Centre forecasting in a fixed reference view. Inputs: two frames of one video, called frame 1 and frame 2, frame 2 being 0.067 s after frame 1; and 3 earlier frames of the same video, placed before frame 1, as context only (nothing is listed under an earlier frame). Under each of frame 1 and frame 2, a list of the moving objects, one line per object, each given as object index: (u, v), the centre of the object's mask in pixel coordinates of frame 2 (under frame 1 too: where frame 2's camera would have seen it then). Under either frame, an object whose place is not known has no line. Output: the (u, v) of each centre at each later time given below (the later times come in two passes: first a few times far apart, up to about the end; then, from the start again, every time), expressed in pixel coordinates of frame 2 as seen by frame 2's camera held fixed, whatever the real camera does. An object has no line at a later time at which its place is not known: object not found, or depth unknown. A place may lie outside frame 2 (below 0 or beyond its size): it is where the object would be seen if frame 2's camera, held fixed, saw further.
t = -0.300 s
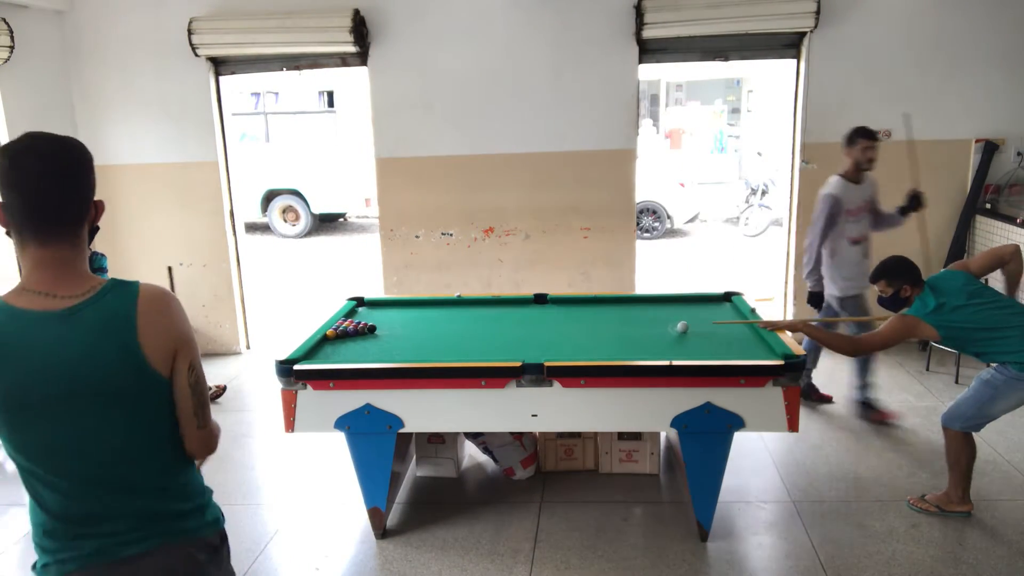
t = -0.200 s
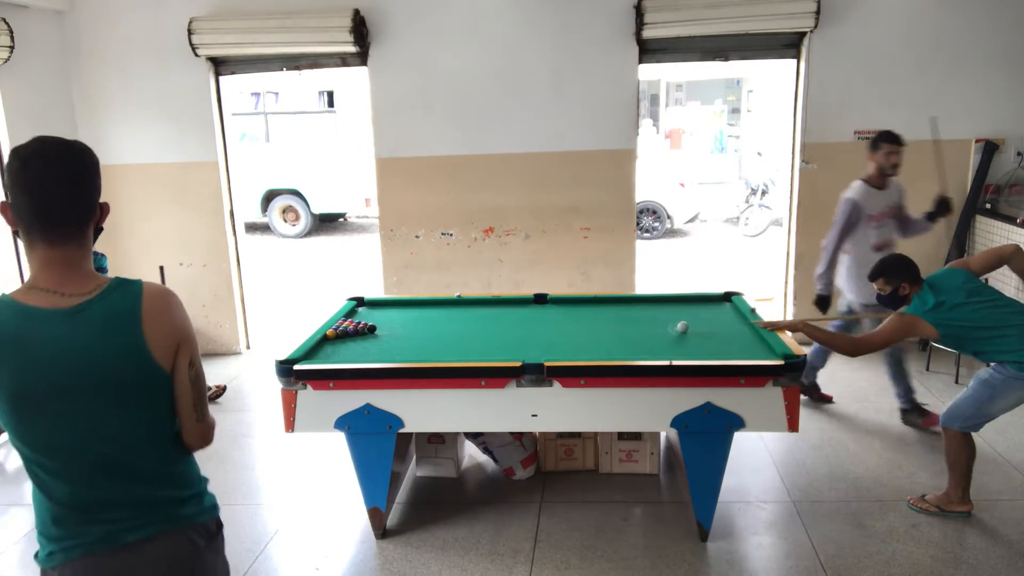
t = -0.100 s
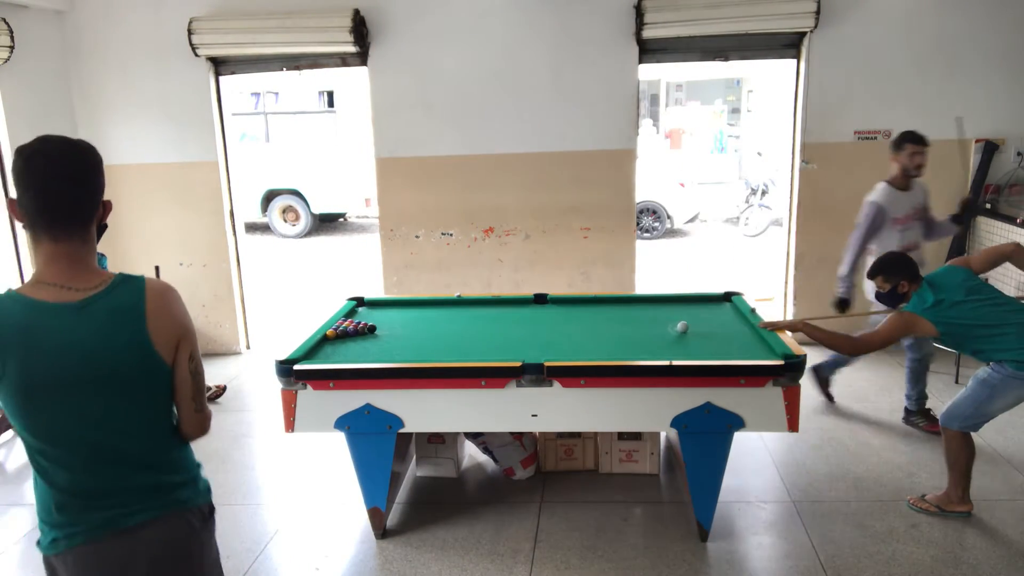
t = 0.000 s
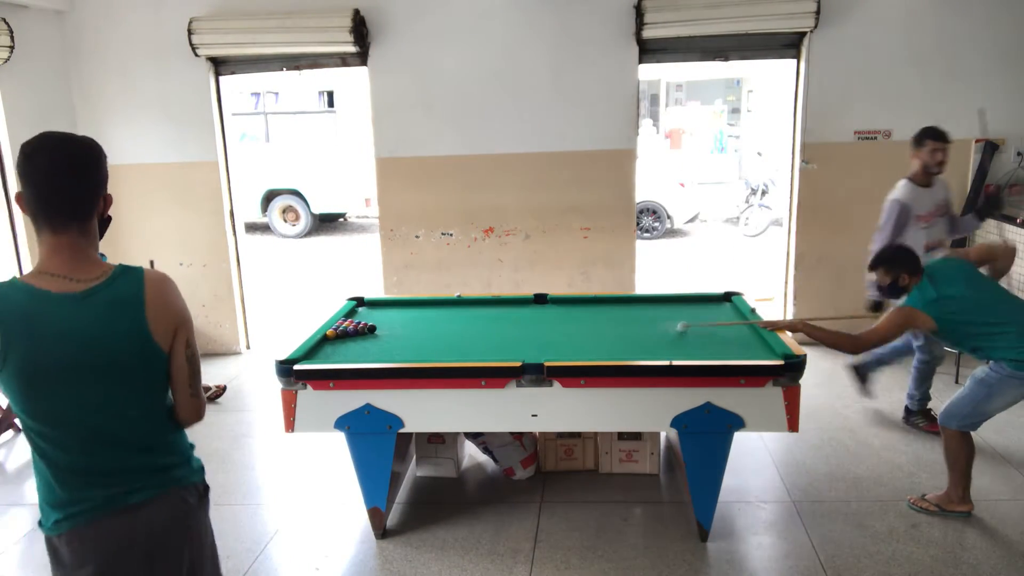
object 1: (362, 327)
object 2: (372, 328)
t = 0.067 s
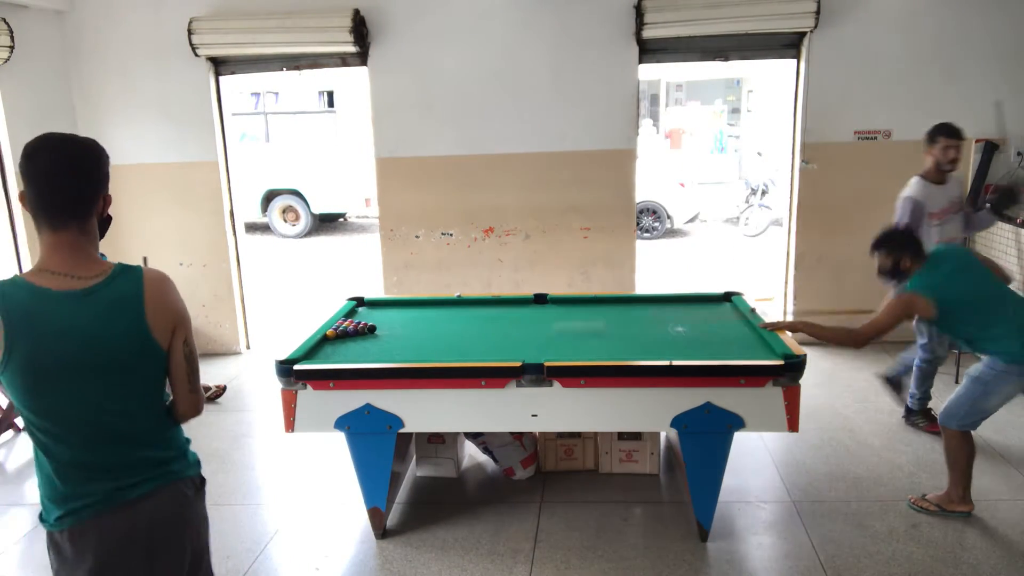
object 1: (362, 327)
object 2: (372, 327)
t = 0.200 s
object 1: (362, 327)
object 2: (371, 327)
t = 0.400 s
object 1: (364, 336)
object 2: (382, 331)
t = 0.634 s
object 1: (367, 344)
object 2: (396, 334)
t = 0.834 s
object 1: (370, 351)
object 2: (408, 337)
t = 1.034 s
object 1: (373, 356)
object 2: (420, 340)
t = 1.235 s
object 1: (379, 356)
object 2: (431, 343)
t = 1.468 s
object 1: (389, 353)
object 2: (444, 346)
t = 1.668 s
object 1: (396, 350)
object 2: (454, 348)
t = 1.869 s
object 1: (403, 347)
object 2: (464, 351)
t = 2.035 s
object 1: (408, 344)
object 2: (472, 353)
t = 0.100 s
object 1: (362, 327)
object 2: (372, 328)
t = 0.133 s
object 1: (362, 327)
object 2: (372, 328)
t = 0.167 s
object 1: (362, 327)
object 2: (372, 328)
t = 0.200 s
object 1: (362, 327)
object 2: (371, 327)
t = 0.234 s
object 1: (362, 327)
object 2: (371, 327)
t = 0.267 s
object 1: (364, 328)
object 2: (374, 328)
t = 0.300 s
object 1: (366, 328)
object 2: (376, 329)
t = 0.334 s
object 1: (366, 330)
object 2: (378, 330)
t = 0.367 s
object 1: (364, 335)
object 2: (380, 330)
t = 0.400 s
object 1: (364, 336)
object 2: (382, 331)
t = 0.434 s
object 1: (365, 337)
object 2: (384, 331)
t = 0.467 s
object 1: (365, 339)
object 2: (386, 332)
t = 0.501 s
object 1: (365, 339)
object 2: (388, 332)
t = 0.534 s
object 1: (365, 341)
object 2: (390, 333)
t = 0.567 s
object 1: (366, 341)
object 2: (392, 334)
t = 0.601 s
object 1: (367, 342)
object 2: (394, 334)
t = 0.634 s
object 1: (367, 344)
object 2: (396, 334)
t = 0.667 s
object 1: (368, 345)
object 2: (398, 335)
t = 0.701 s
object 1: (368, 346)
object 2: (400, 335)
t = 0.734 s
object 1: (369, 347)
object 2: (402, 336)
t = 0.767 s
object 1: (369, 348)
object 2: (404, 336)
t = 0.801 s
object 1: (370, 350)
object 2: (406, 337)
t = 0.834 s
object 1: (370, 351)
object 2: (408, 337)
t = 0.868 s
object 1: (371, 352)
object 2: (410, 338)
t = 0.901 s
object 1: (371, 353)
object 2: (412, 339)
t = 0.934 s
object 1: (372, 354)
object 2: (414, 339)
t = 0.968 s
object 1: (372, 355)
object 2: (416, 339)
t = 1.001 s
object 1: (373, 355)
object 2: (418, 340)
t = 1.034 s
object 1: (373, 356)
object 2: (420, 340)
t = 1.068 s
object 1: (374, 356)
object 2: (422, 341)
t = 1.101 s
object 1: (374, 357)
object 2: (424, 341)
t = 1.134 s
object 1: (375, 357)
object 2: (425, 342)
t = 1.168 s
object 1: (376, 357)
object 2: (427, 342)
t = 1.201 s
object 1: (378, 356)
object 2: (429, 343)
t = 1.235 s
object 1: (379, 356)
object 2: (431, 343)
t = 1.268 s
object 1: (381, 356)
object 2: (433, 343)
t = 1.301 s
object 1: (382, 355)
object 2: (435, 344)
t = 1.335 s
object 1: (384, 355)
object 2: (436, 344)
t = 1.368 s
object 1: (385, 355)
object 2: (438, 345)
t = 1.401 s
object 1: (386, 354)
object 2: (440, 345)
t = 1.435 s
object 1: (388, 354)
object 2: (442, 346)
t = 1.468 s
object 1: (389, 353)
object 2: (444, 346)
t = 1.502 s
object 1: (390, 353)
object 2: (446, 347)
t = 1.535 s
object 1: (391, 353)
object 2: (448, 347)
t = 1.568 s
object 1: (393, 352)
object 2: (449, 348)
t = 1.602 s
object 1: (394, 351)
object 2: (451, 348)
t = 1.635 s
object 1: (395, 351)
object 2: (453, 348)
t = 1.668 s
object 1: (396, 350)
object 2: (454, 348)
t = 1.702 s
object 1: (398, 350)
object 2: (456, 349)
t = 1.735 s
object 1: (399, 349)
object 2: (458, 349)
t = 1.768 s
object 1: (400, 348)
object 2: (459, 350)
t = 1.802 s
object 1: (401, 348)
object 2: (461, 350)
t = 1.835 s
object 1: (402, 347)
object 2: (462, 351)
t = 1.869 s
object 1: (403, 347)
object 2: (464, 351)
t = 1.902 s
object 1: (405, 346)
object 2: (466, 351)
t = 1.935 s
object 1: (405, 346)
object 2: (467, 352)
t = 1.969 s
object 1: (406, 345)
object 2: (469, 352)
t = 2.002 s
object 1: (407, 345)
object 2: (471, 352)
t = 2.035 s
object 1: (408, 344)
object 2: (472, 353)
